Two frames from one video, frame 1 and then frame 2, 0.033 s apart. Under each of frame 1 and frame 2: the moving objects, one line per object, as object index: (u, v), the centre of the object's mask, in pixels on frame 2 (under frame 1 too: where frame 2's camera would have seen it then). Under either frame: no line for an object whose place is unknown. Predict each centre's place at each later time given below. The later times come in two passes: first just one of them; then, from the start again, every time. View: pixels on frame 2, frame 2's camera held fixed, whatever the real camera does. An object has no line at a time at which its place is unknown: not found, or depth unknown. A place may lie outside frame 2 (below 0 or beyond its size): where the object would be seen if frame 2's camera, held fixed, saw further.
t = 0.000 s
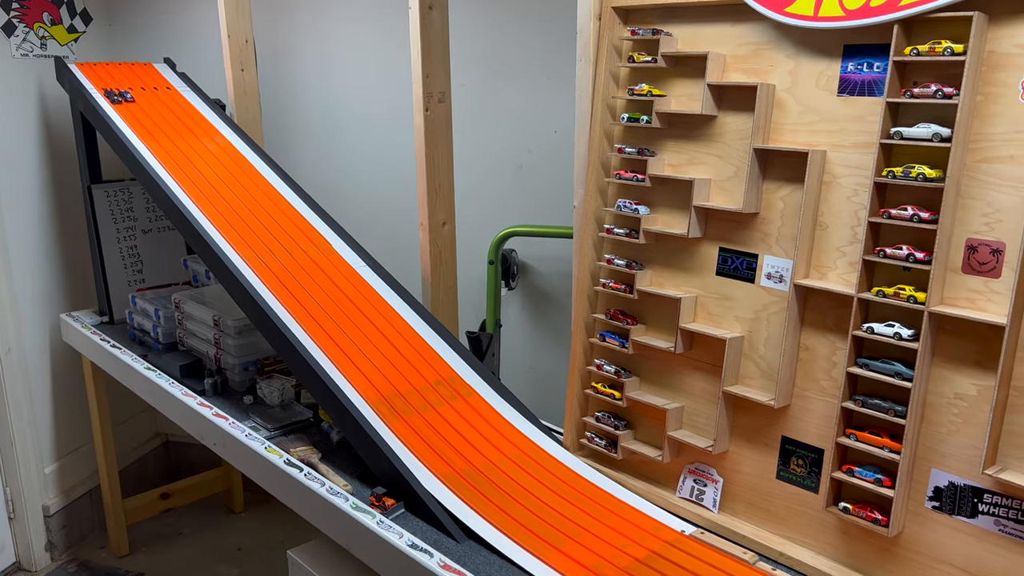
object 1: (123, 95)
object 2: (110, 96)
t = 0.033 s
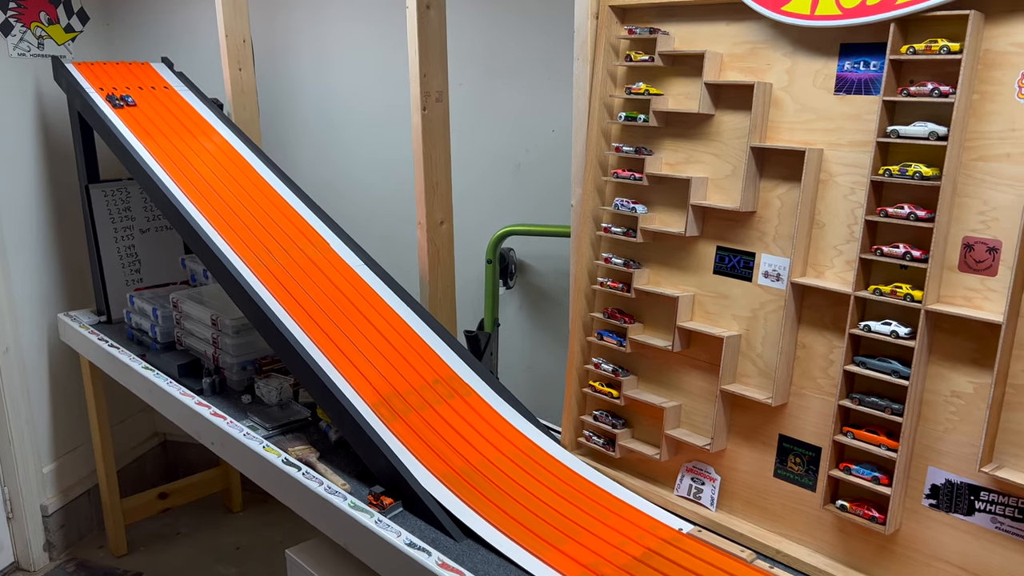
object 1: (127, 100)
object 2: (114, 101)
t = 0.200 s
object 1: (156, 132)
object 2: (146, 137)
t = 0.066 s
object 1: (132, 105)
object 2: (119, 107)
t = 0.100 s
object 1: (137, 111)
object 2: (125, 113)
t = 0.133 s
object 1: (143, 117)
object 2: (131, 120)
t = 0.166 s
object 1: (149, 125)
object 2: (138, 128)
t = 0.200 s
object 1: (156, 132)
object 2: (146, 137)
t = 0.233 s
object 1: (164, 140)
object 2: (154, 146)
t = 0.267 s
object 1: (172, 150)
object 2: (163, 157)
